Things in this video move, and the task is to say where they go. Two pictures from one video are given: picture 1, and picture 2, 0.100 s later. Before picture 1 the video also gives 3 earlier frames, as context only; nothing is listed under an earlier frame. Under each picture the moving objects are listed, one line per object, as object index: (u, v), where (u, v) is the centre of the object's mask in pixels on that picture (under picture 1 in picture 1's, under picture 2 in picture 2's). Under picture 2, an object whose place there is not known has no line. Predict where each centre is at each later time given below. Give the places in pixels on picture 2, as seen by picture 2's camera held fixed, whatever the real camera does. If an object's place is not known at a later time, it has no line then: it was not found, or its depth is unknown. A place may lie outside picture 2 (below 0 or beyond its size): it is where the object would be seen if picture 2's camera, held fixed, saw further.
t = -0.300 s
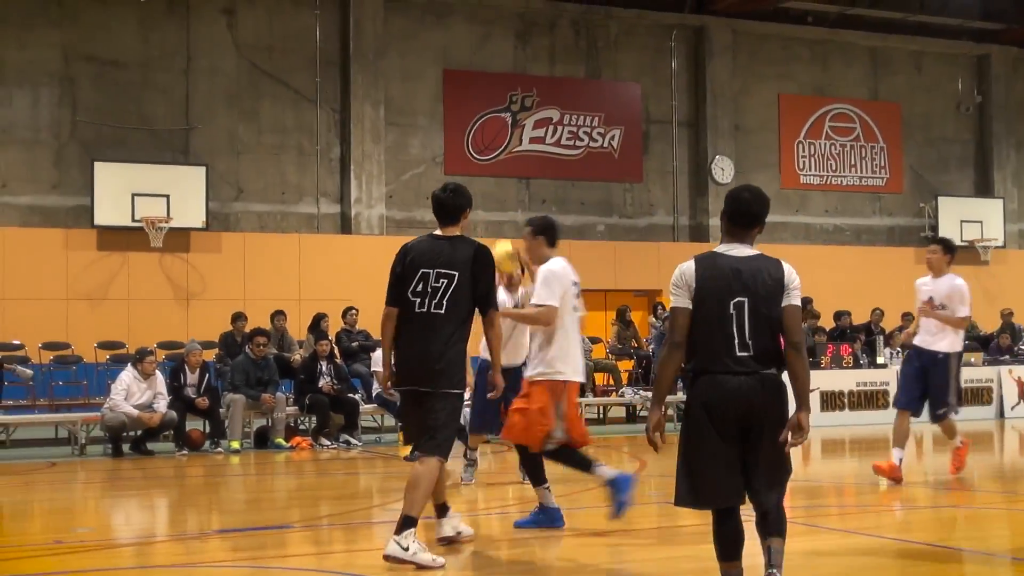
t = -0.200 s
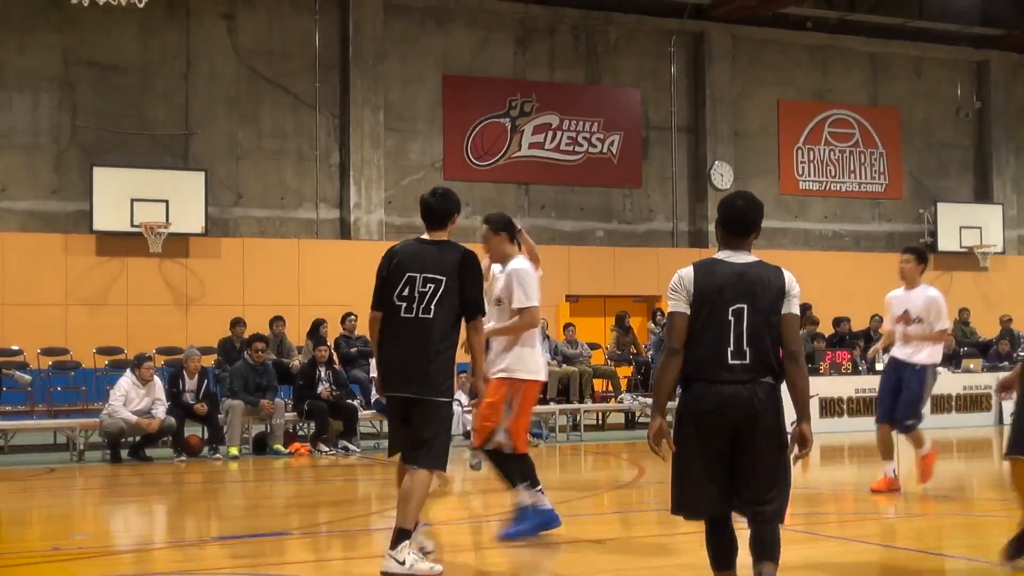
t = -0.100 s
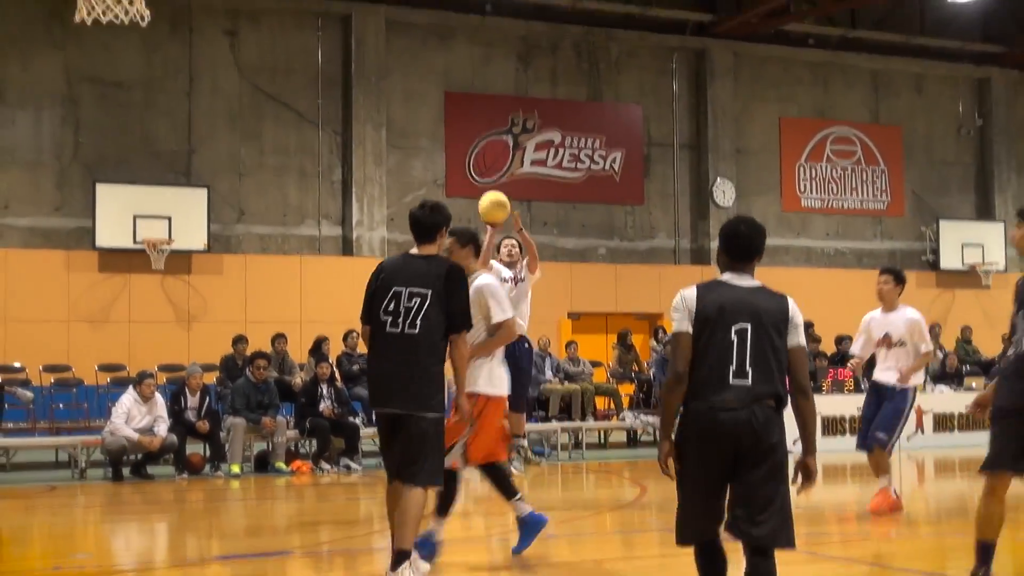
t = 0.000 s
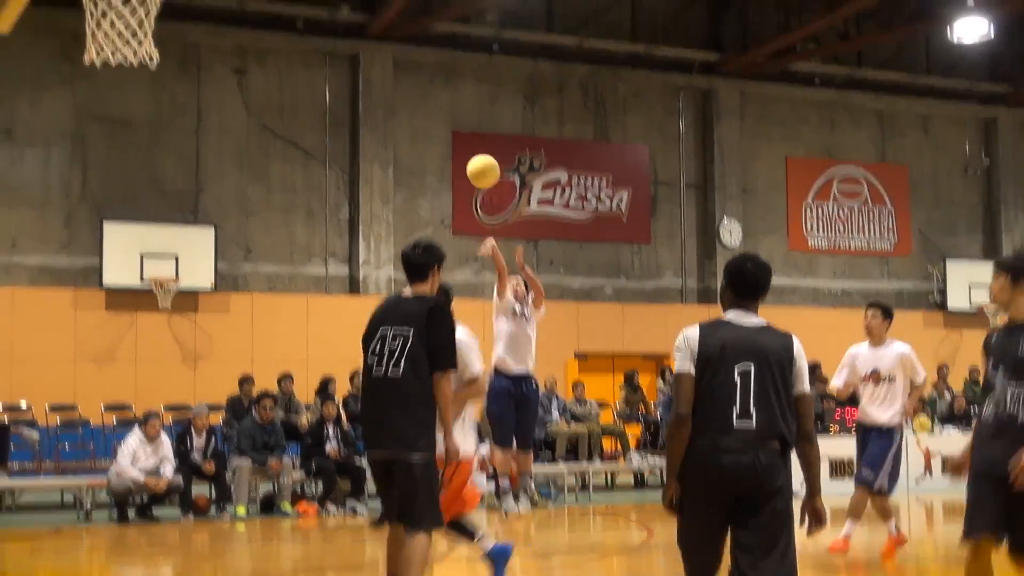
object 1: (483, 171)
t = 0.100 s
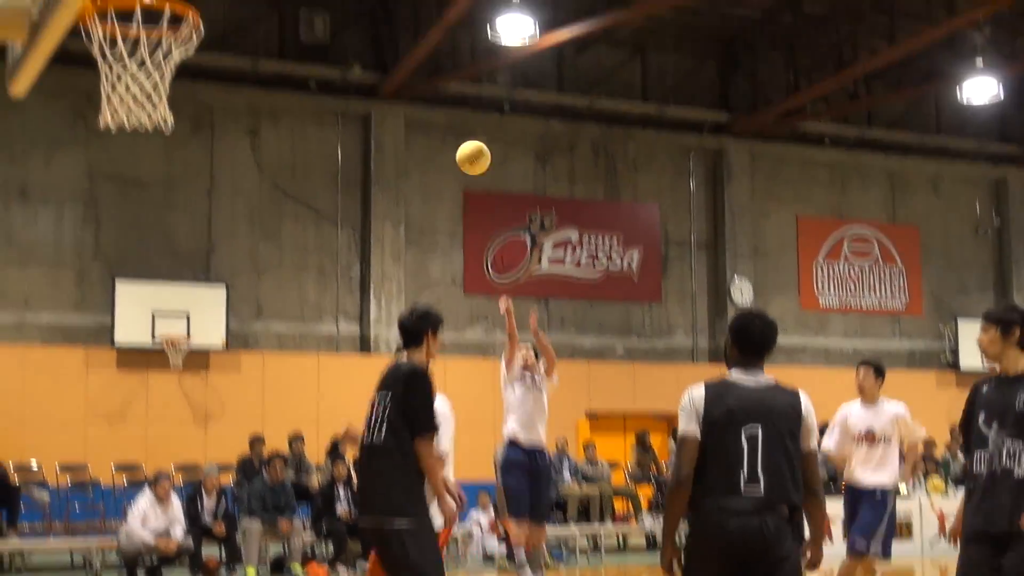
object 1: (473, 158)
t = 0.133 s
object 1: (465, 135)
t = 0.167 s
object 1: (456, 113)
